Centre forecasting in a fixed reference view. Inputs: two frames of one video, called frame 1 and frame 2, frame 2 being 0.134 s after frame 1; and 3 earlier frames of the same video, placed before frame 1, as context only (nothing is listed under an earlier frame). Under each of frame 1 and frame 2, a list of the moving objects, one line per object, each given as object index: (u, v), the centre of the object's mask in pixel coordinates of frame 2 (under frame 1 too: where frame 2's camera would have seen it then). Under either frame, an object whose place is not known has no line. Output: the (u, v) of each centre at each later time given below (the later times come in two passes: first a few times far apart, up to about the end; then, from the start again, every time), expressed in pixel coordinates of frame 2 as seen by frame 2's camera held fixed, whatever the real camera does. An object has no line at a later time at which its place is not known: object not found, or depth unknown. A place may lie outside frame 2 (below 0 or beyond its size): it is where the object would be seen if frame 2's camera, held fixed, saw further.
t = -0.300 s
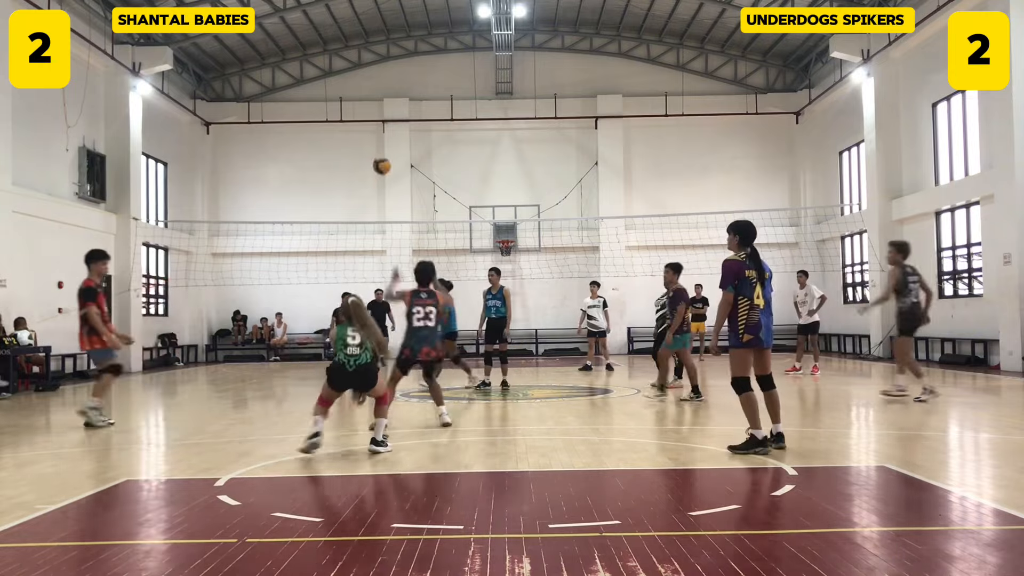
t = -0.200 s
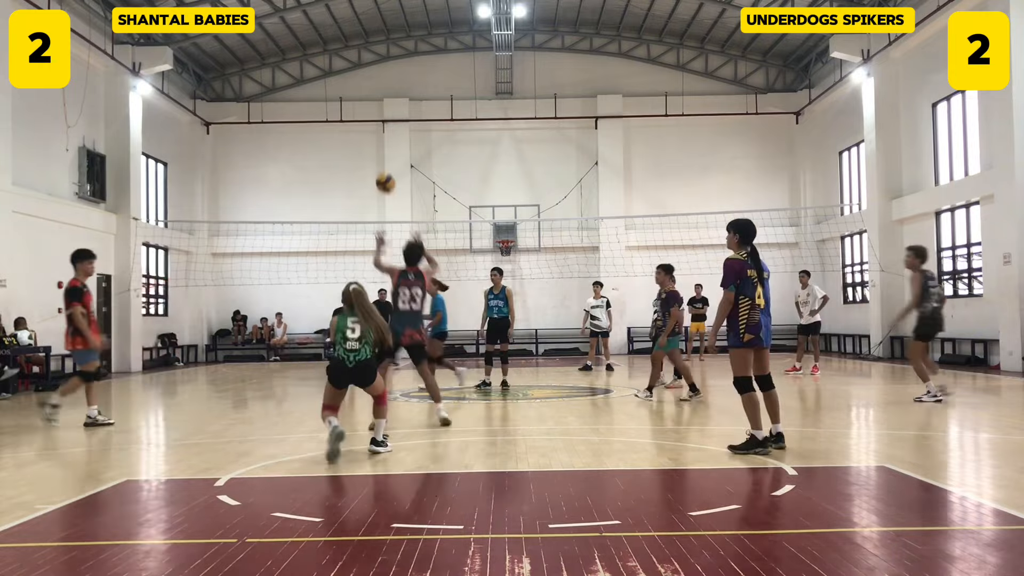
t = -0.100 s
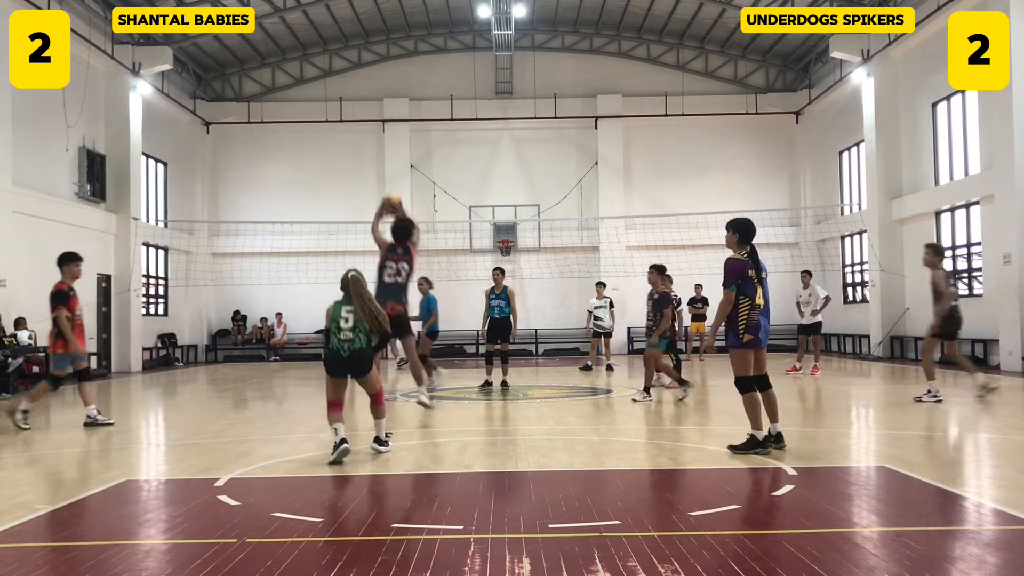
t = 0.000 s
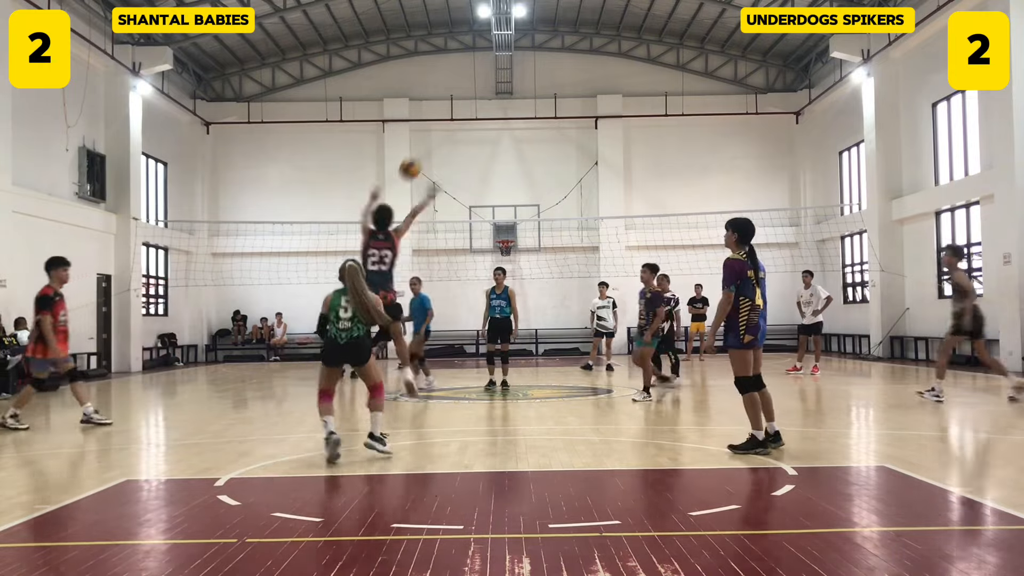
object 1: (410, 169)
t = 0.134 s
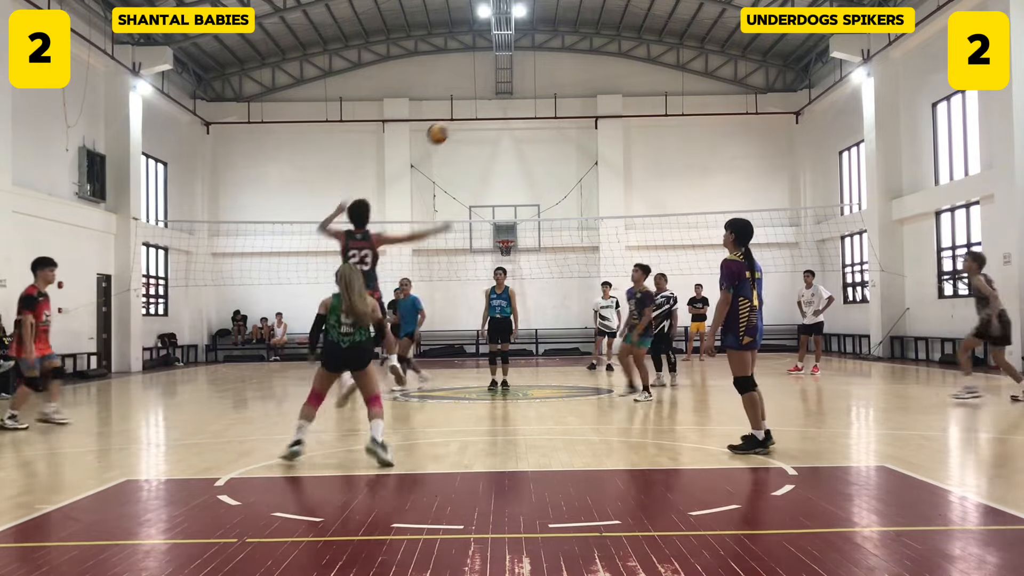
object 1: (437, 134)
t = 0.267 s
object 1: (463, 118)
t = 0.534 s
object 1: (511, 136)
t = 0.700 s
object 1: (541, 177)
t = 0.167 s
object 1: (444, 128)
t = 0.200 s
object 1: (451, 123)
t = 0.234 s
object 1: (457, 120)
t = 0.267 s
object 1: (463, 118)
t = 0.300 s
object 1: (469, 117)
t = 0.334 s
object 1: (476, 116)
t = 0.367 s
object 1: (482, 117)
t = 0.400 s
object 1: (488, 118)
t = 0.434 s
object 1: (494, 122)
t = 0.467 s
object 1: (501, 126)
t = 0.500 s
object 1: (506, 130)
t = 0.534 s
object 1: (511, 136)
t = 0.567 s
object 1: (518, 142)
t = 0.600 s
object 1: (524, 149)
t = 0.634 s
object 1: (530, 157)
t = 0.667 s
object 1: (535, 166)
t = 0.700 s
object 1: (541, 177)
